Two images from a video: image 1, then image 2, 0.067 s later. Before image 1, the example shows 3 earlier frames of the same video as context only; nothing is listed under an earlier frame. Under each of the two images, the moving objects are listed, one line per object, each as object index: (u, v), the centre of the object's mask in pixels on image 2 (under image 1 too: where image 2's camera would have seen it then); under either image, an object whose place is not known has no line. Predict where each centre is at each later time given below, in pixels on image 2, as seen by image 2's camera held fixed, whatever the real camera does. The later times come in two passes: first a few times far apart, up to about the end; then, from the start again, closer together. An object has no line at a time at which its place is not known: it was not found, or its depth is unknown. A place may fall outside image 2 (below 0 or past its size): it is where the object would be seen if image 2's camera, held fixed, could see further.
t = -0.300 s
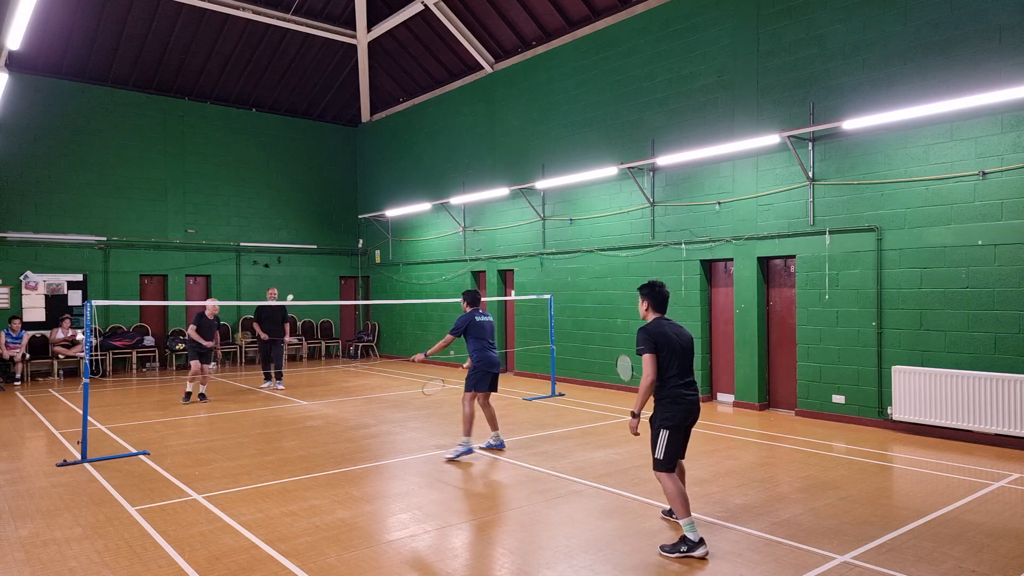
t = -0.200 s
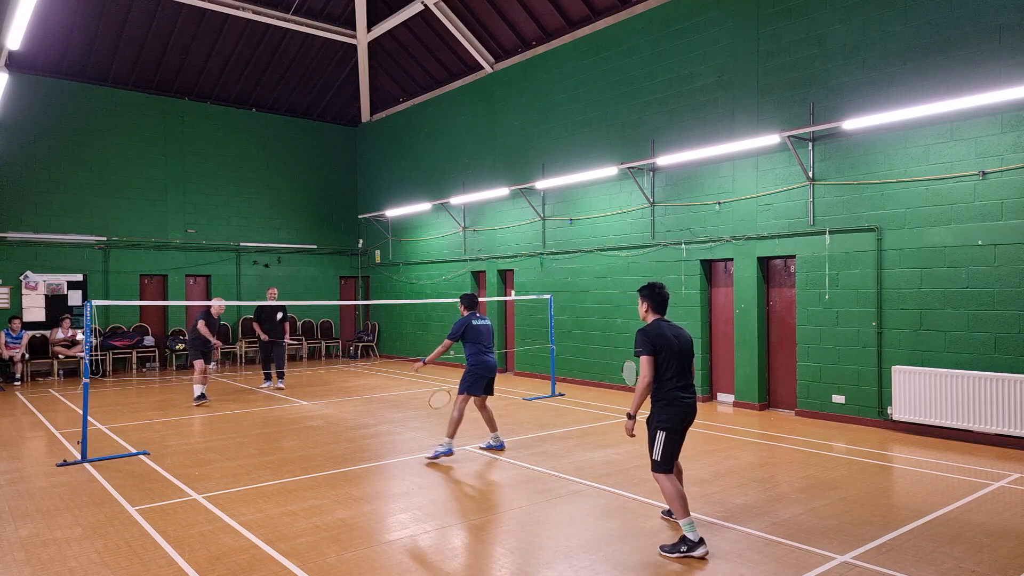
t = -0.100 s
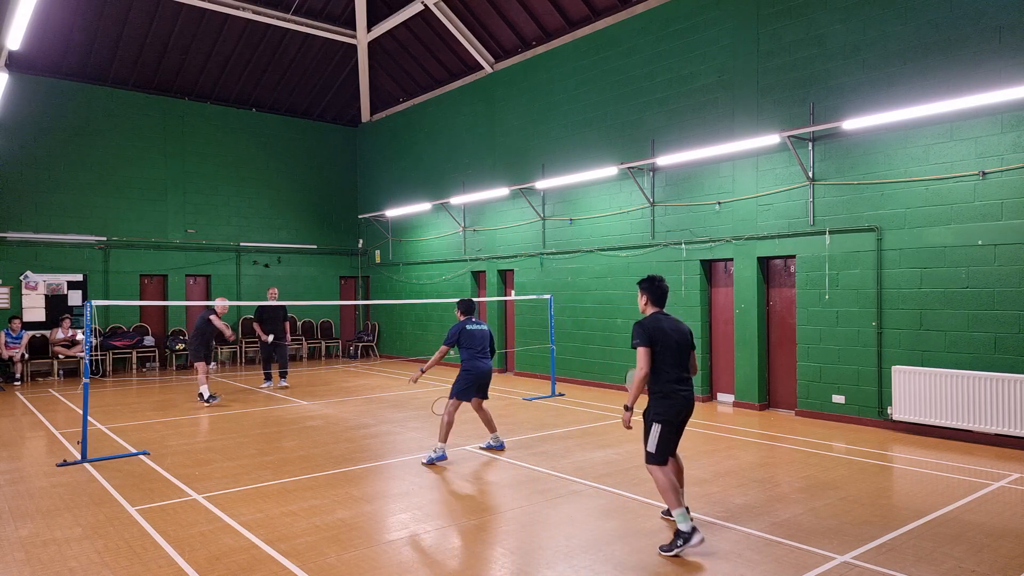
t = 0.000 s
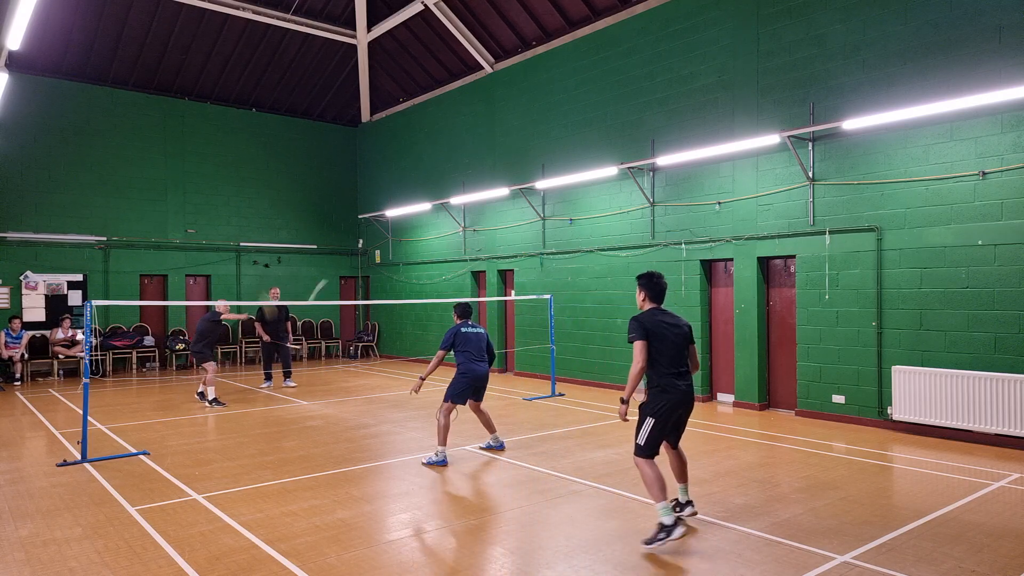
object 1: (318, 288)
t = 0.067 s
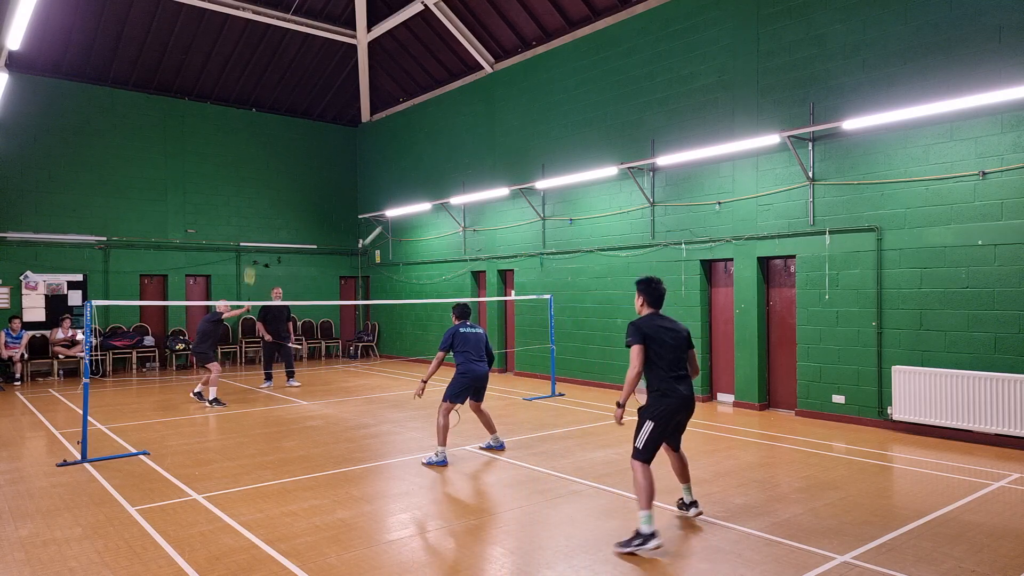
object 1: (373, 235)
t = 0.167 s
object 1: (441, 169)
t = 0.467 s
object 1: (605, 52)
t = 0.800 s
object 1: (759, 30)
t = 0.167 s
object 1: (441, 169)
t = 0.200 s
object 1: (462, 151)
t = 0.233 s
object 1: (481, 134)
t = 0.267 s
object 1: (501, 119)
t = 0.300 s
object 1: (519, 105)
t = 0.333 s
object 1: (537, 92)
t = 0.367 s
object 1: (554, 80)
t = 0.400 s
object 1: (572, 70)
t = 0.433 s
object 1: (589, 60)
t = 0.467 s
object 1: (605, 52)
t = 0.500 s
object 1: (622, 44)
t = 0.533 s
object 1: (638, 39)
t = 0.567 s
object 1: (654, 34)
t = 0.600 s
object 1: (669, 30)
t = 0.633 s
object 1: (685, 27)
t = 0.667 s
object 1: (700, 26)
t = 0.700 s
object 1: (715, 26)
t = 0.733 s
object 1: (729, 26)
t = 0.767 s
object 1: (744, 28)
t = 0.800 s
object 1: (759, 30)
